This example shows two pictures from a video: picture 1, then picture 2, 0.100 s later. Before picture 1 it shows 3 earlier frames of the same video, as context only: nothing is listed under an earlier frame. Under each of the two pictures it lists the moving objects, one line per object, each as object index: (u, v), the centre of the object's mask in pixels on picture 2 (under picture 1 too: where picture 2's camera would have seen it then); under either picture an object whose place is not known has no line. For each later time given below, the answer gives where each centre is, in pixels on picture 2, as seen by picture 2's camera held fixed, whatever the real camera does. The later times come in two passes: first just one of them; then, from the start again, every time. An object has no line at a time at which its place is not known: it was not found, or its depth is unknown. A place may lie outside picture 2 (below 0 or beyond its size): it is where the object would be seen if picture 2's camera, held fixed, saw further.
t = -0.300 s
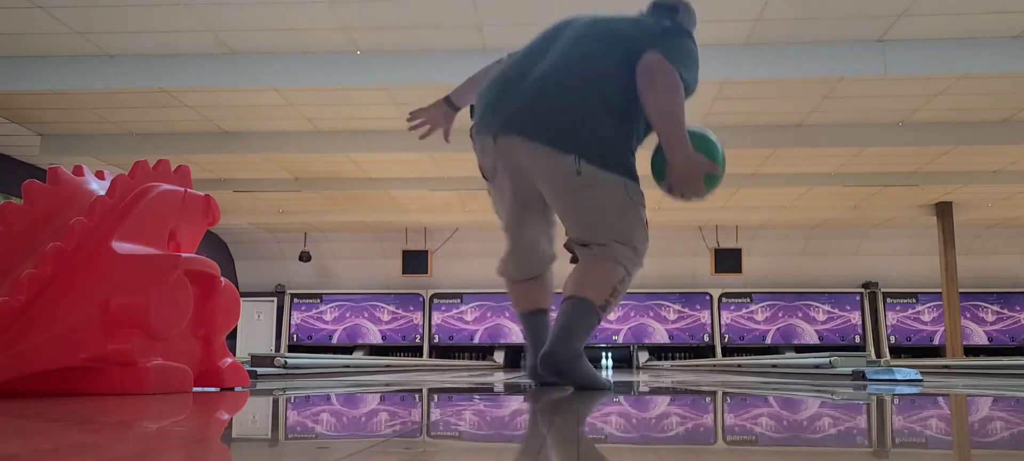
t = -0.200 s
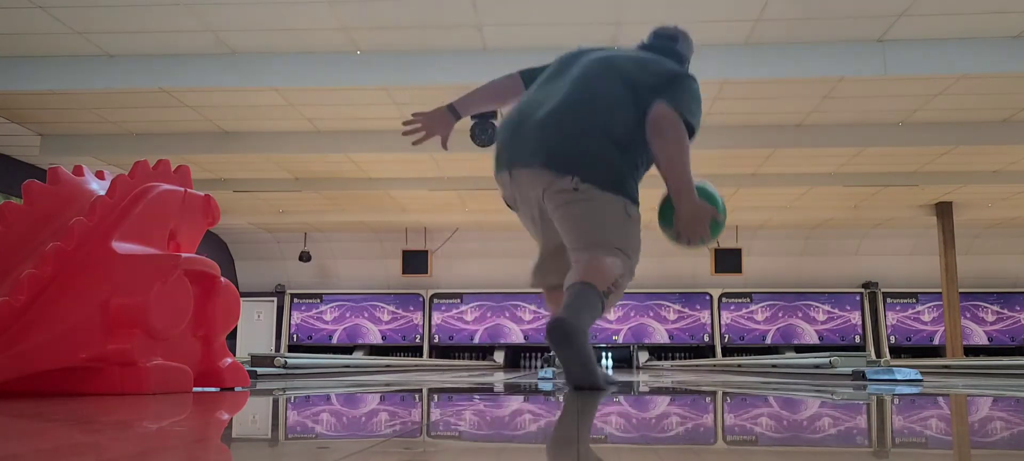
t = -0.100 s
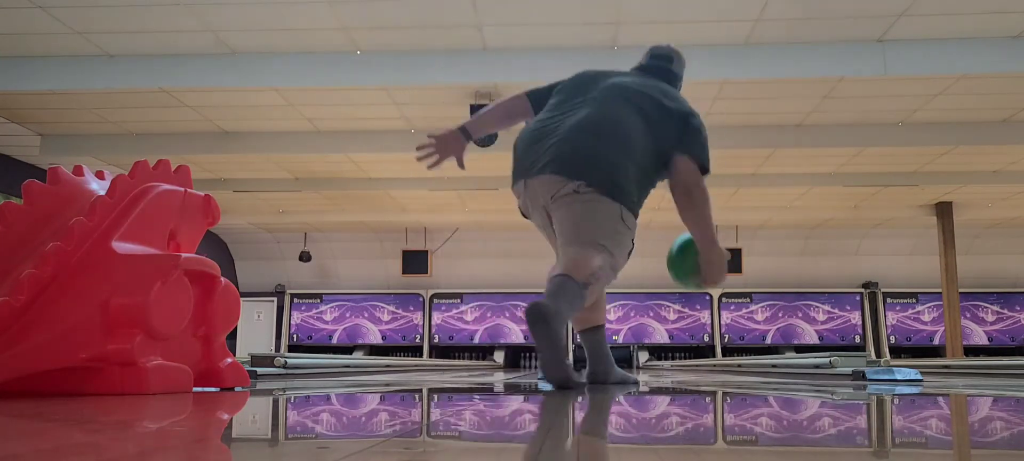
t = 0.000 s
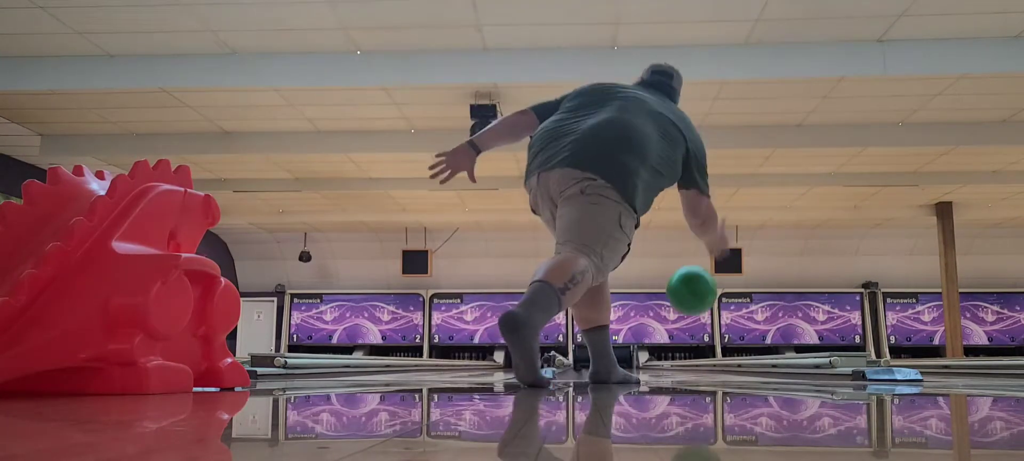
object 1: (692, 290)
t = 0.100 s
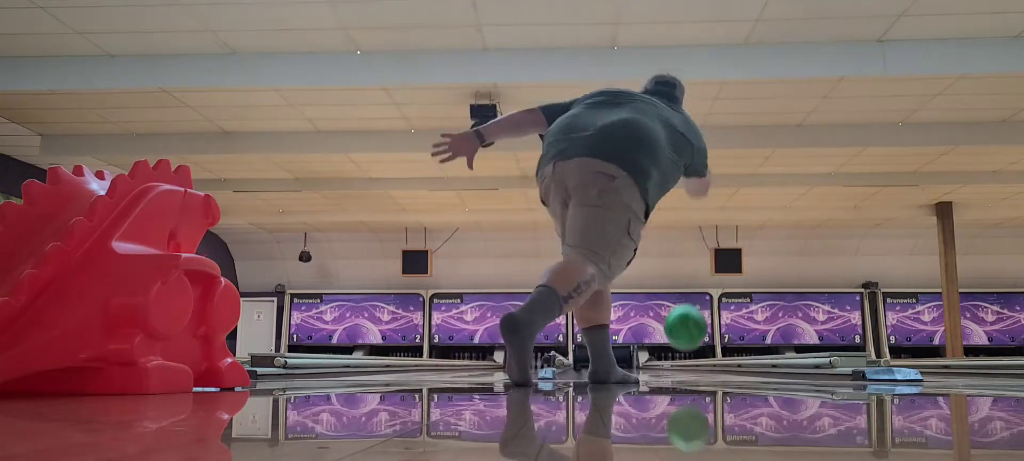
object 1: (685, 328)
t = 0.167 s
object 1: (683, 355)
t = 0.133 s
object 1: (684, 341)
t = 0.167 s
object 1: (683, 355)
